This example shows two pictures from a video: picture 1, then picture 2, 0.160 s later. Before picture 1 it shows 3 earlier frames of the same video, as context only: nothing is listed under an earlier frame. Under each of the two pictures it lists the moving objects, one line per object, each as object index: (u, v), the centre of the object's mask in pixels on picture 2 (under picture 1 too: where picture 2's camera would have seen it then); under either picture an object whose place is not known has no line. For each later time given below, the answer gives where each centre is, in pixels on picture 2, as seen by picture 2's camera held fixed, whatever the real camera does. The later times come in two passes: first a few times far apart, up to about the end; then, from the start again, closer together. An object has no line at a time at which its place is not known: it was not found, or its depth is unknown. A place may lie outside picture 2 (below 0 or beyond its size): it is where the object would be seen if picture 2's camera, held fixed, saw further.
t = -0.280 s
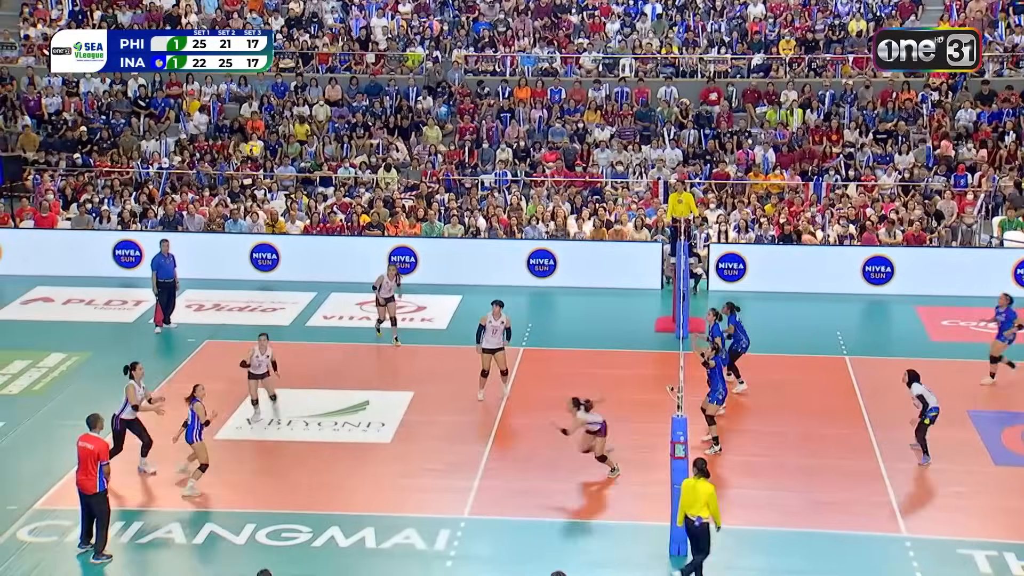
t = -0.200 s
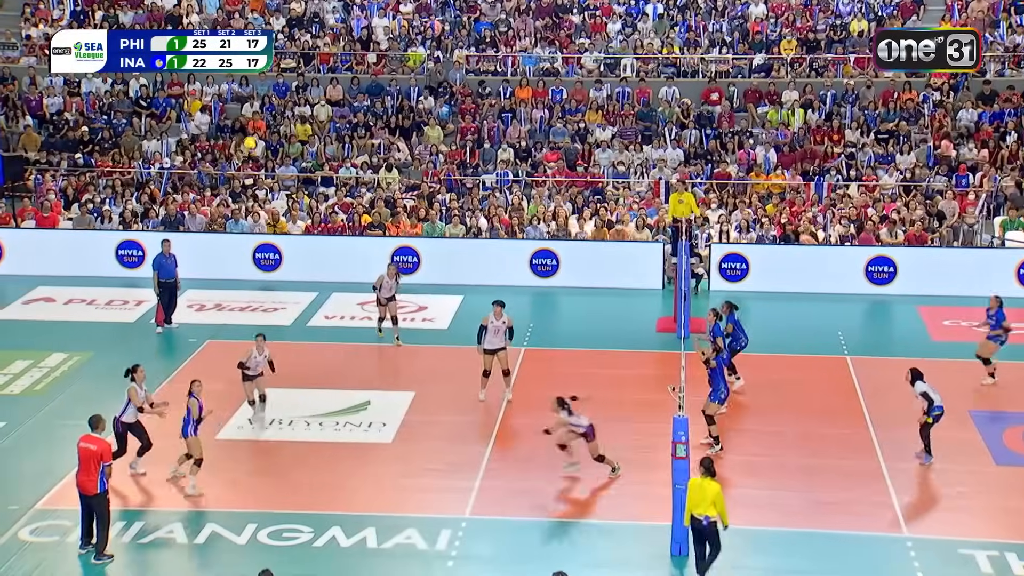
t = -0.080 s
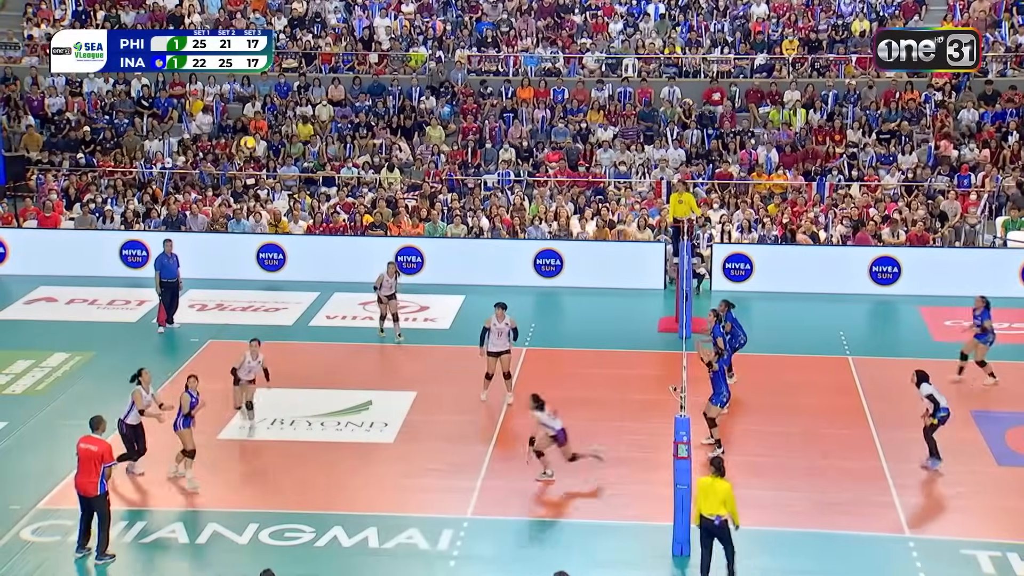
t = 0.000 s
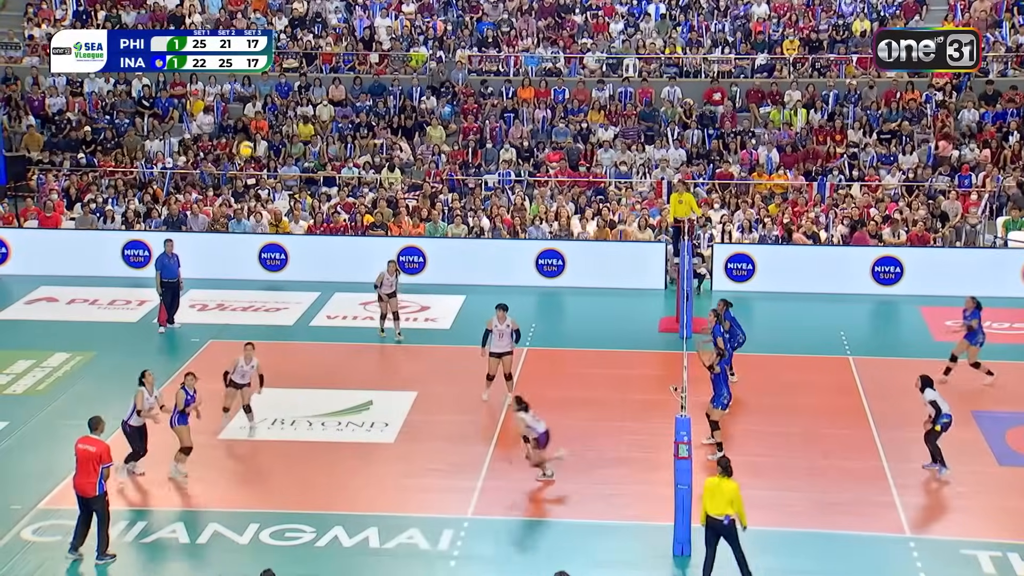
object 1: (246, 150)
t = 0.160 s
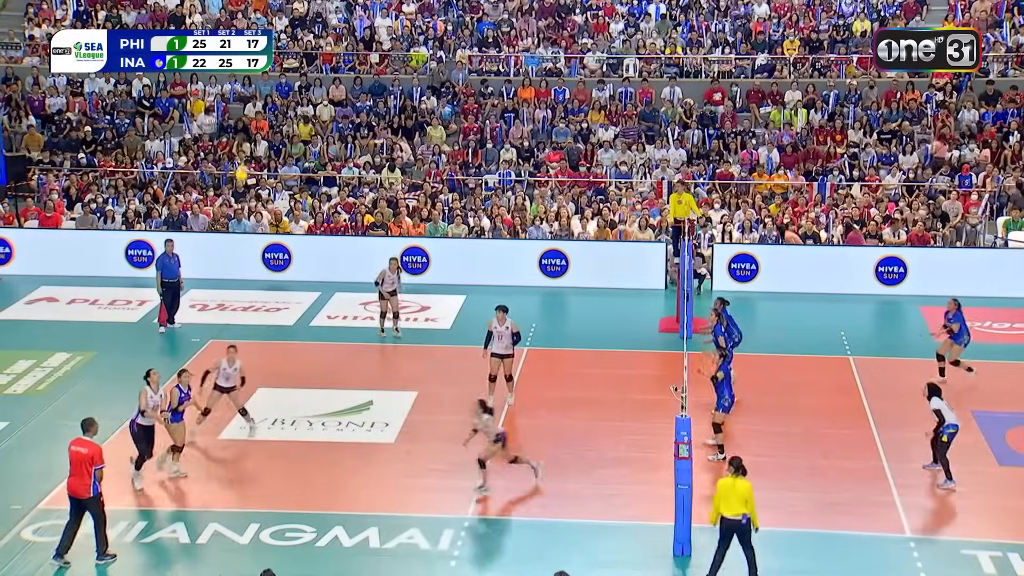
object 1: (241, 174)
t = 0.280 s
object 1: (238, 203)
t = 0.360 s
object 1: (236, 228)
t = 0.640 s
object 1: (234, 350)
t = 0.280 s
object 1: (238, 203)
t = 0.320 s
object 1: (237, 215)
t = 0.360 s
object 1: (236, 228)
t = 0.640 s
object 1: (234, 350)
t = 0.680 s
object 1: (233, 368)
